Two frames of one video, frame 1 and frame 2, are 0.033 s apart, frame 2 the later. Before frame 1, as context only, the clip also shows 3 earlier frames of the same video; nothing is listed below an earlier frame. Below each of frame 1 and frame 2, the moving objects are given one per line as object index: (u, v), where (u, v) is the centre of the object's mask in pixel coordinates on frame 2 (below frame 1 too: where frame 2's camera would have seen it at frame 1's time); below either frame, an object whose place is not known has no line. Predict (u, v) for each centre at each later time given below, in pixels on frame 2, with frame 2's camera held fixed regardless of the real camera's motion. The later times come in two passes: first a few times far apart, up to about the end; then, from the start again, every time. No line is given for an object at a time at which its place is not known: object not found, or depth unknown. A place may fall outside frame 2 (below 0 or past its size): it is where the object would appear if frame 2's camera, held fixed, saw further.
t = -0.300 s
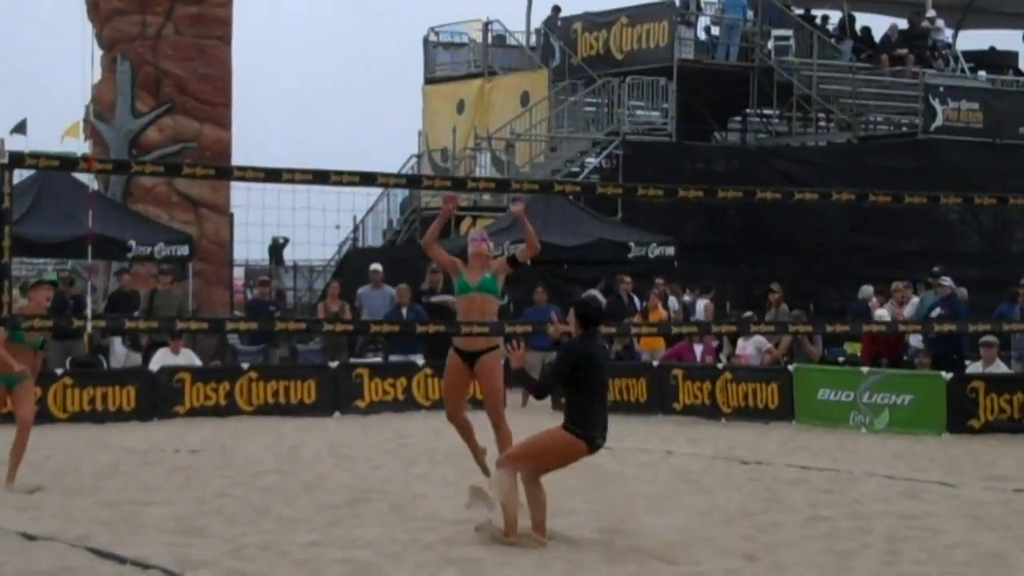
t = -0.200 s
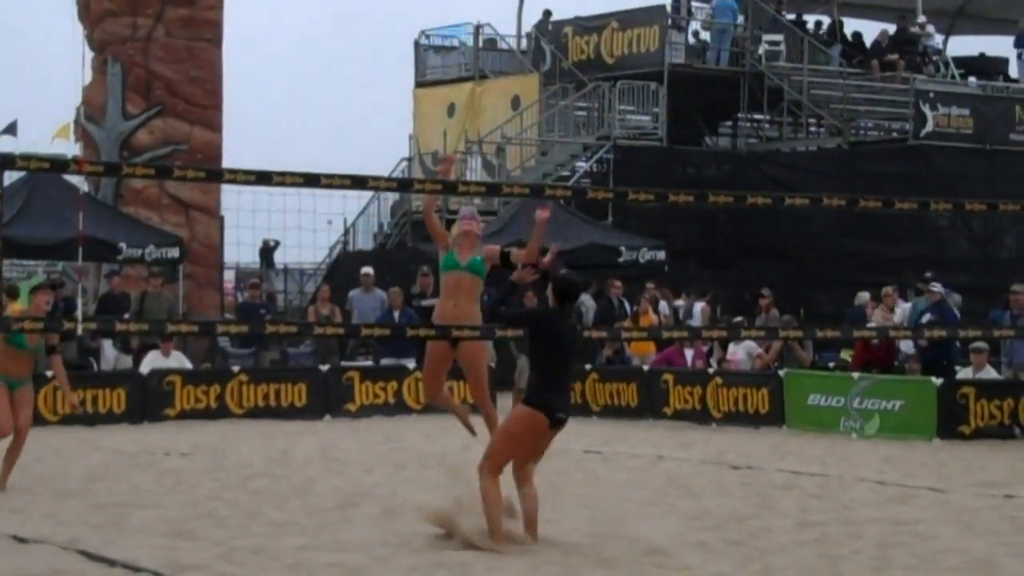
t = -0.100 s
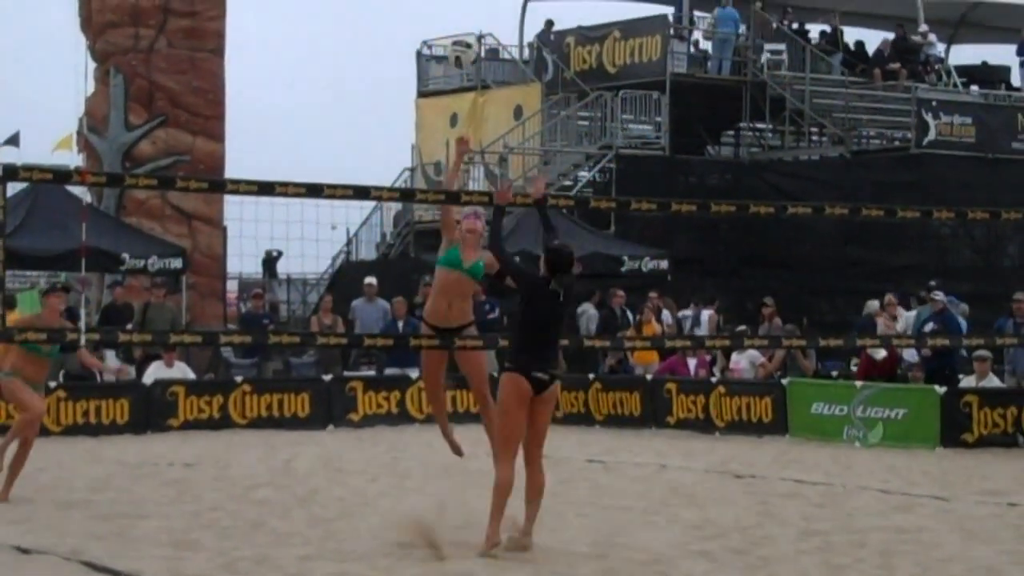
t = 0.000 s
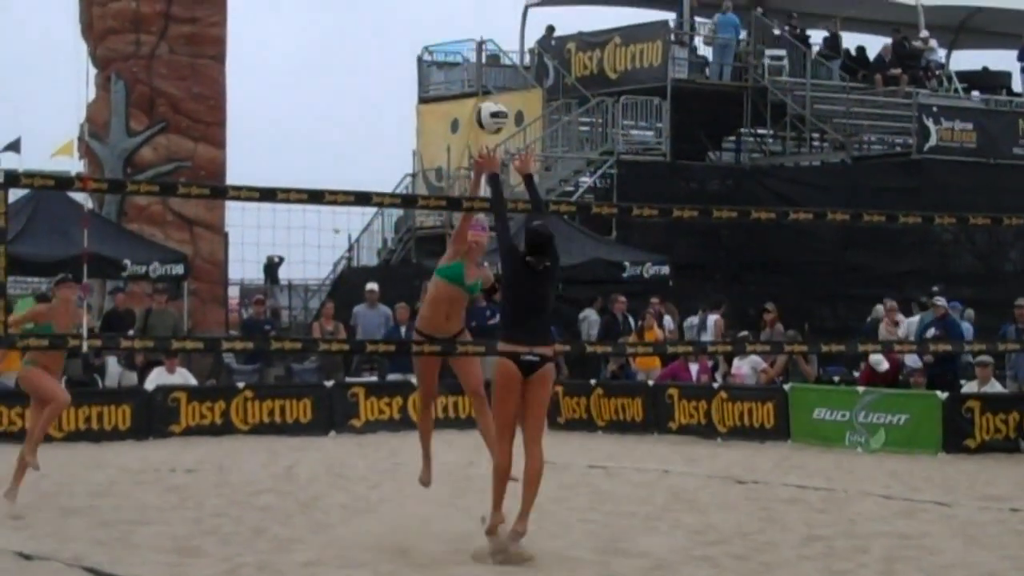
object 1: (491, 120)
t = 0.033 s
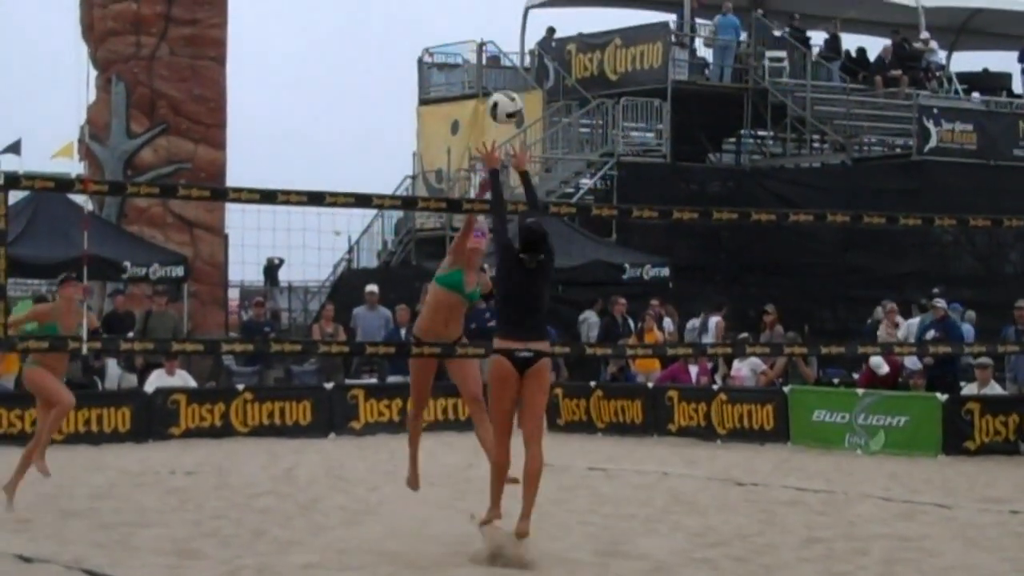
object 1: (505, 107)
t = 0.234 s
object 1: (594, 68)
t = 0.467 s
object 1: (716, 116)
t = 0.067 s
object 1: (519, 97)
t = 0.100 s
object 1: (532, 88)
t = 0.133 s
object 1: (546, 81)
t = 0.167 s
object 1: (561, 75)
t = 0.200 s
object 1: (578, 70)
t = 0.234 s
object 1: (594, 68)
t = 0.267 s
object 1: (609, 67)
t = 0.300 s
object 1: (626, 71)
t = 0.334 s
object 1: (644, 75)
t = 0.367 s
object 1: (662, 81)
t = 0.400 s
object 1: (680, 91)
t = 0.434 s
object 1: (698, 103)
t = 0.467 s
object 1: (716, 116)
